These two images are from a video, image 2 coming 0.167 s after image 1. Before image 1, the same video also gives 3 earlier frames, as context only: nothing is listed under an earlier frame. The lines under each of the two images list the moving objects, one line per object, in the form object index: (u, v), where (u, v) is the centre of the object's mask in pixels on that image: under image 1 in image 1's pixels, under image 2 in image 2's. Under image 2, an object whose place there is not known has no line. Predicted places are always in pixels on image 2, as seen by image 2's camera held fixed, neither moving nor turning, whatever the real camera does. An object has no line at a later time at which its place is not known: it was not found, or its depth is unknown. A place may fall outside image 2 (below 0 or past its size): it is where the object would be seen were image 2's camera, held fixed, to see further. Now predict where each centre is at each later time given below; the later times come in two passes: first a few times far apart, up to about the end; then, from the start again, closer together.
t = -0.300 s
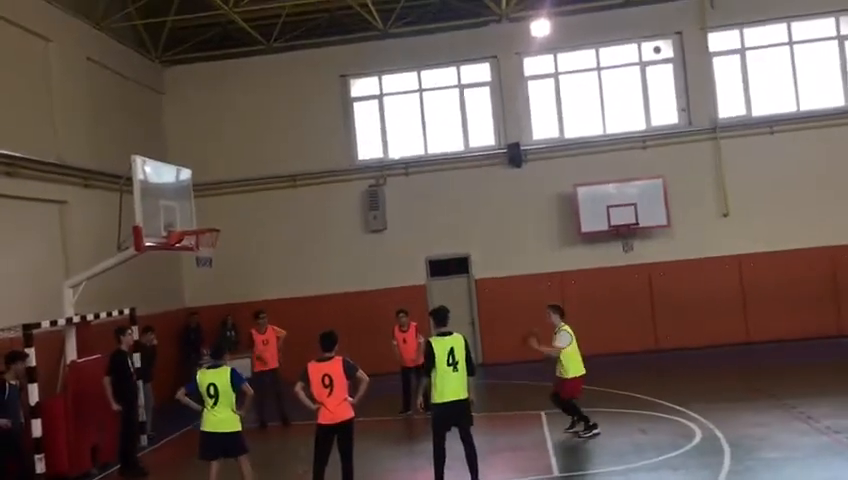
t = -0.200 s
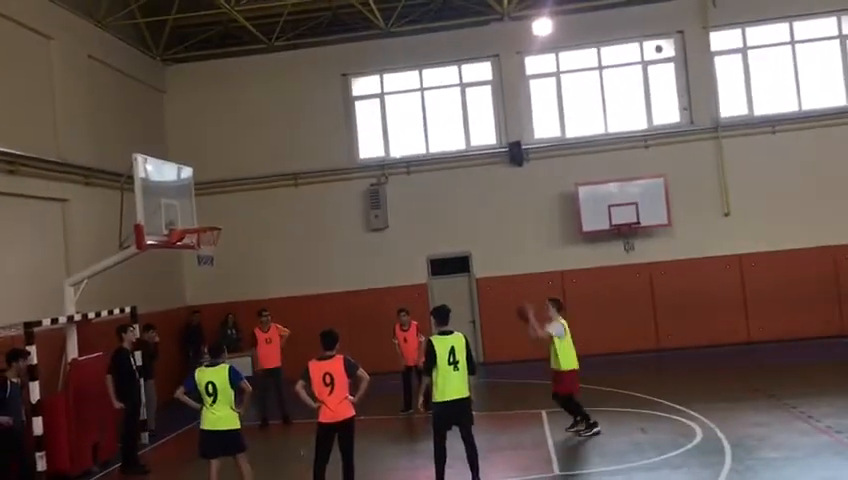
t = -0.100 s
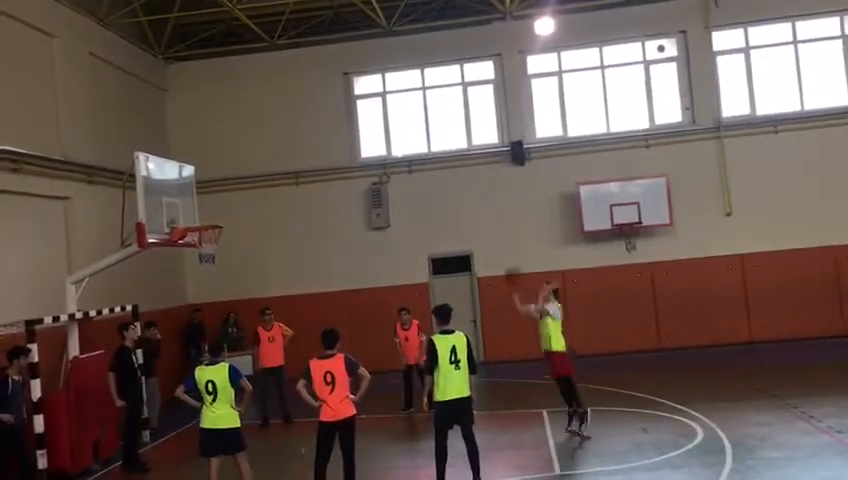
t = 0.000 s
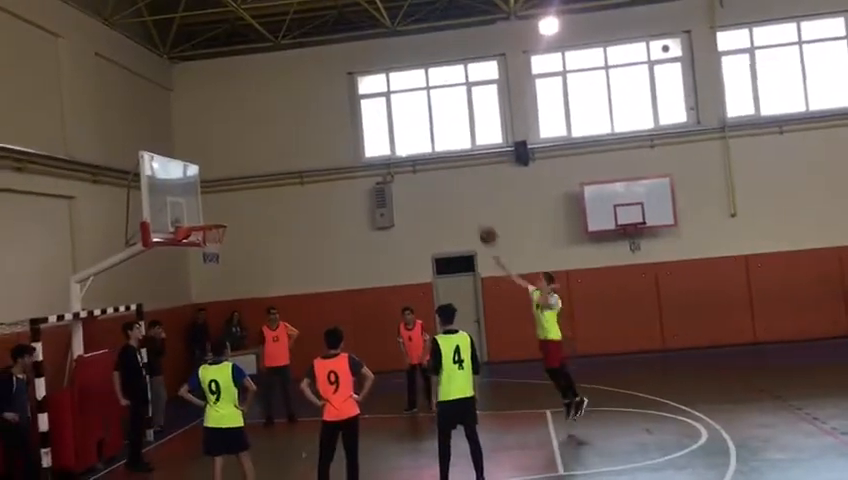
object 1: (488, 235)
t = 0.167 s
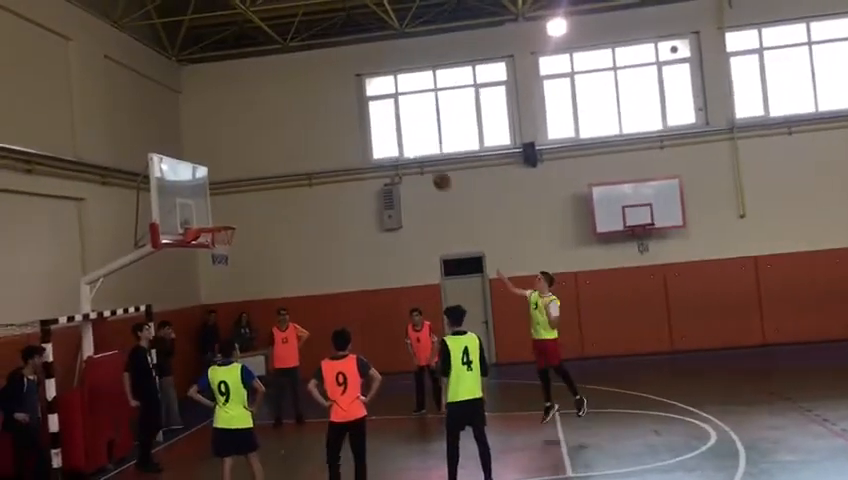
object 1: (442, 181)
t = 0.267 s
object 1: (411, 158)
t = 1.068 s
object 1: (206, 211)
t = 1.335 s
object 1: (195, 162)
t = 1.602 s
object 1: (202, 169)
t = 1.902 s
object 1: (214, 239)
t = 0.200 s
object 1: (431, 173)
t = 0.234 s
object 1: (421, 165)
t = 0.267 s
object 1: (411, 158)
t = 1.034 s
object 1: (209, 219)
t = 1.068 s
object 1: (206, 211)
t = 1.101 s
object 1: (203, 202)
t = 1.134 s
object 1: (200, 193)
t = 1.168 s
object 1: (198, 186)
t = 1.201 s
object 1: (195, 179)
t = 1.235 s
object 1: (195, 174)
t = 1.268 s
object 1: (195, 169)
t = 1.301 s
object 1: (195, 165)
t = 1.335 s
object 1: (195, 162)
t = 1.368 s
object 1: (196, 160)
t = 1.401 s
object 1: (196, 159)
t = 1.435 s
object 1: (197, 159)
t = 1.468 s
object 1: (198, 159)
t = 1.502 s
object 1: (199, 160)
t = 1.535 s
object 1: (200, 162)
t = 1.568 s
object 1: (200, 165)
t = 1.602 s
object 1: (202, 169)
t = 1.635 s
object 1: (203, 174)
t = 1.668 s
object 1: (204, 179)
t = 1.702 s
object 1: (204, 185)
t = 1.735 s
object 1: (206, 192)
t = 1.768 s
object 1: (208, 200)
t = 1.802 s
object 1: (210, 209)
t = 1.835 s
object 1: (211, 218)
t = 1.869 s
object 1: (213, 225)
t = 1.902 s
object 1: (214, 239)
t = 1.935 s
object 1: (215, 248)
